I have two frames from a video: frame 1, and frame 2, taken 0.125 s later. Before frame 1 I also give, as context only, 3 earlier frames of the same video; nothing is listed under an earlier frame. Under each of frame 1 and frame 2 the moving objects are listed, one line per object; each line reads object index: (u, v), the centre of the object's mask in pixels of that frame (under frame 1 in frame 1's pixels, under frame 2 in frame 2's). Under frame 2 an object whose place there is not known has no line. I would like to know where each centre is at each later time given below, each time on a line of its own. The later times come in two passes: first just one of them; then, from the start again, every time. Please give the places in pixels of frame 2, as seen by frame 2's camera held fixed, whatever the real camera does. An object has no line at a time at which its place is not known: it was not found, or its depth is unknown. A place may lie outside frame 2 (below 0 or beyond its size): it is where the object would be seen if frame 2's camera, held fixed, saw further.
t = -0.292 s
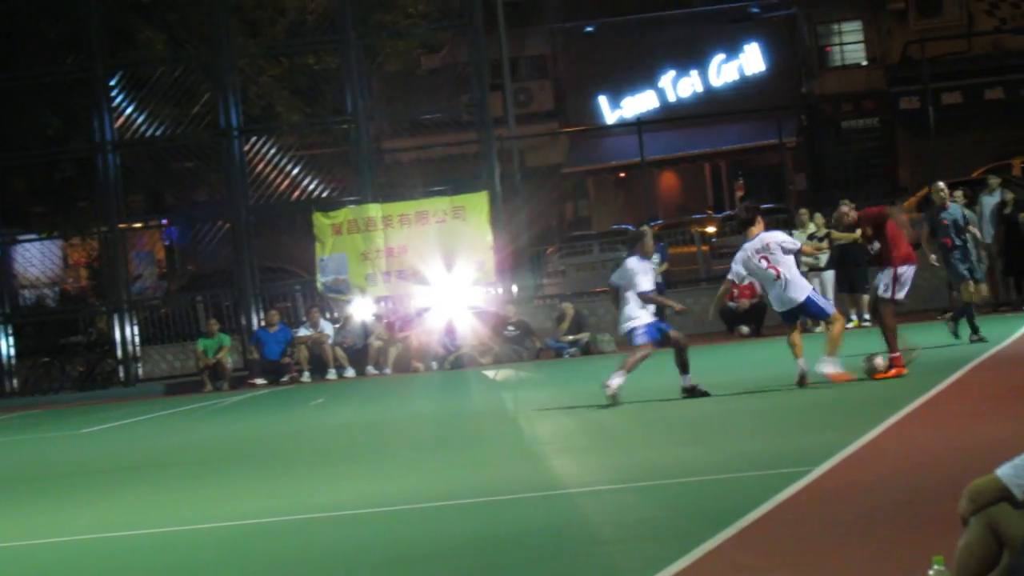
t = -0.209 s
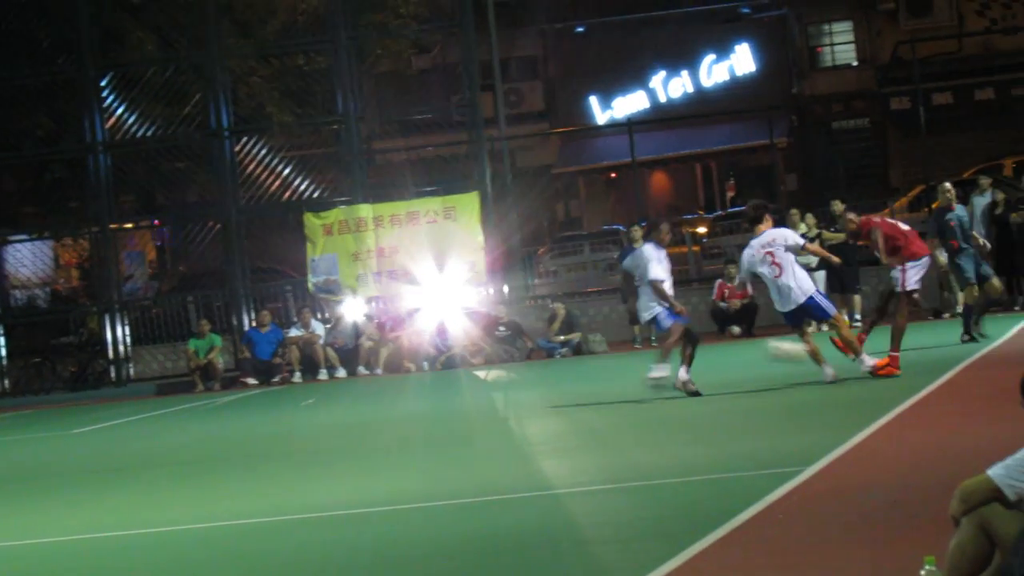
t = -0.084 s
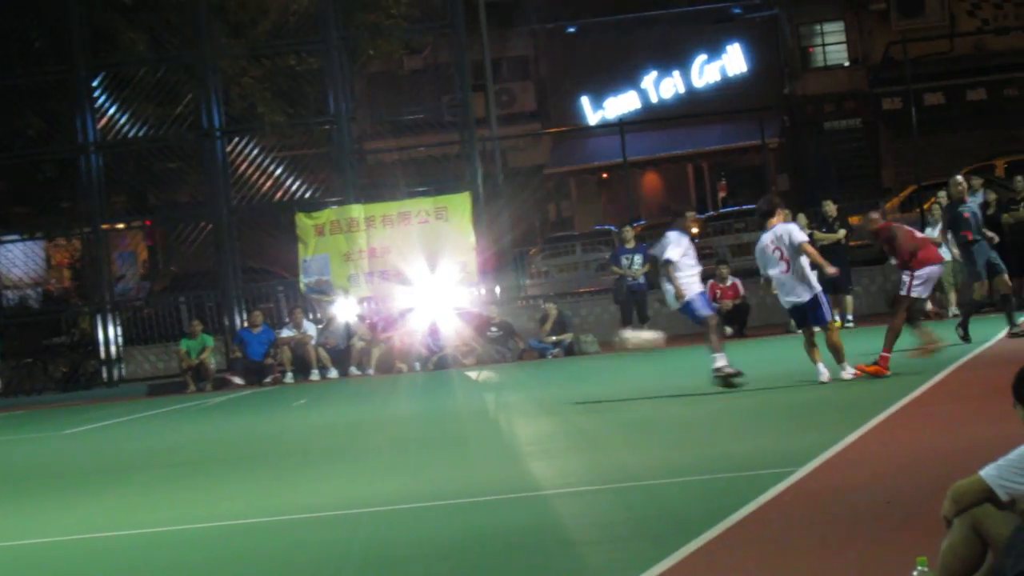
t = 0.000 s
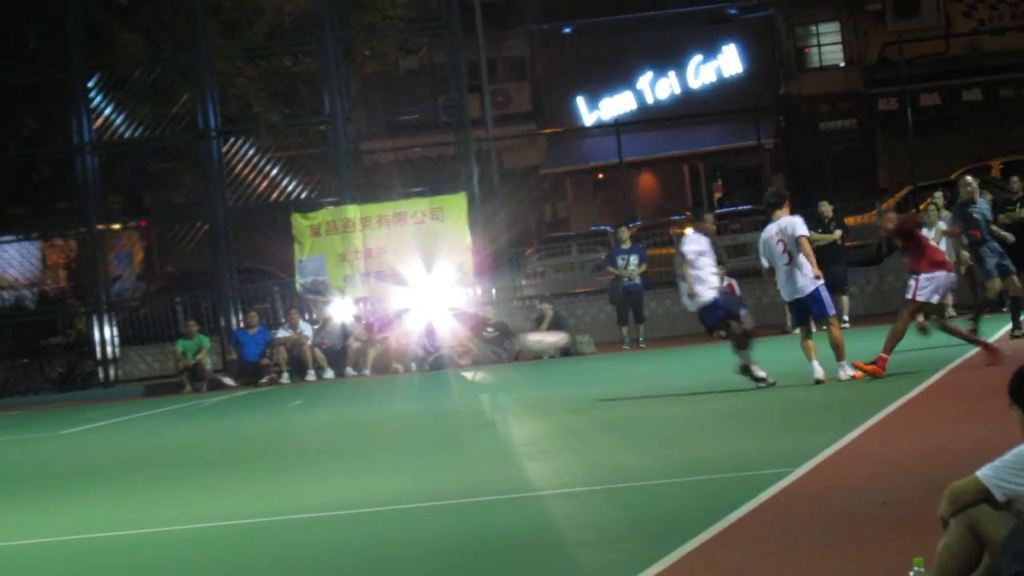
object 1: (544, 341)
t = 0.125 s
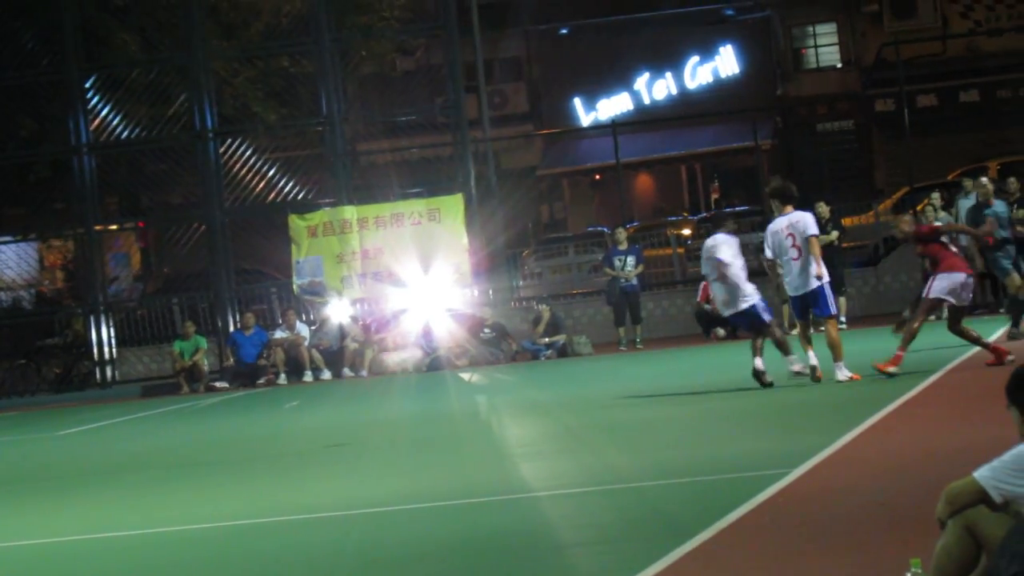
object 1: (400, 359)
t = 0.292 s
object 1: (217, 410)
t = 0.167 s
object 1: (355, 368)
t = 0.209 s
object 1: (310, 380)
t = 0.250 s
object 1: (262, 395)
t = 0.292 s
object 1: (217, 410)
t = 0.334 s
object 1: (172, 429)
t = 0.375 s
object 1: (122, 453)
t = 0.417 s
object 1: (86, 459)
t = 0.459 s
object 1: (74, 447)
